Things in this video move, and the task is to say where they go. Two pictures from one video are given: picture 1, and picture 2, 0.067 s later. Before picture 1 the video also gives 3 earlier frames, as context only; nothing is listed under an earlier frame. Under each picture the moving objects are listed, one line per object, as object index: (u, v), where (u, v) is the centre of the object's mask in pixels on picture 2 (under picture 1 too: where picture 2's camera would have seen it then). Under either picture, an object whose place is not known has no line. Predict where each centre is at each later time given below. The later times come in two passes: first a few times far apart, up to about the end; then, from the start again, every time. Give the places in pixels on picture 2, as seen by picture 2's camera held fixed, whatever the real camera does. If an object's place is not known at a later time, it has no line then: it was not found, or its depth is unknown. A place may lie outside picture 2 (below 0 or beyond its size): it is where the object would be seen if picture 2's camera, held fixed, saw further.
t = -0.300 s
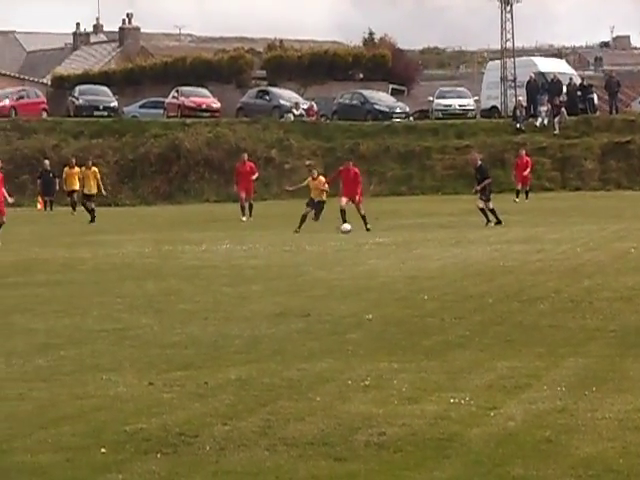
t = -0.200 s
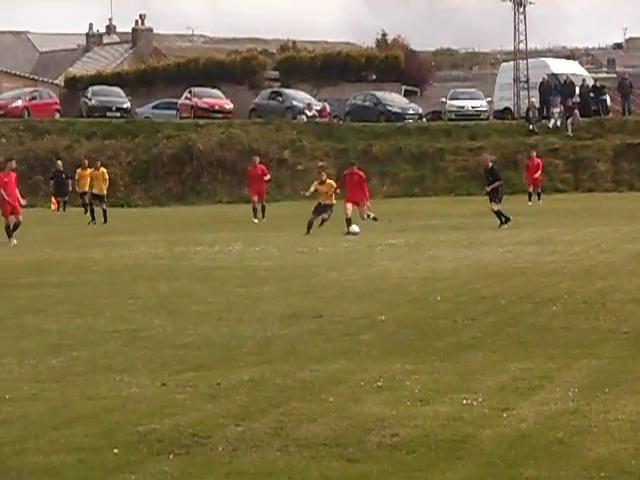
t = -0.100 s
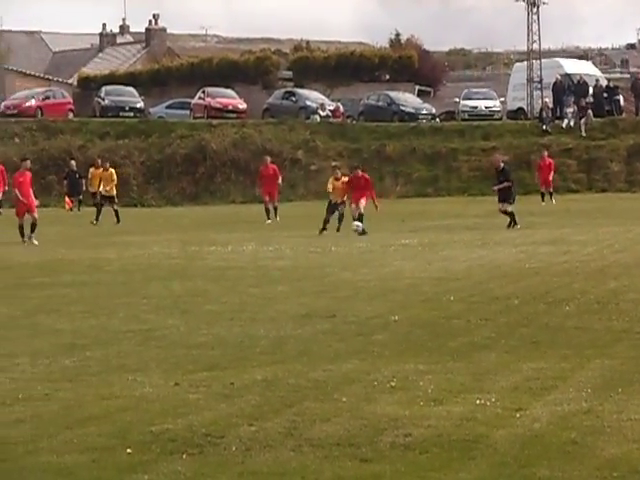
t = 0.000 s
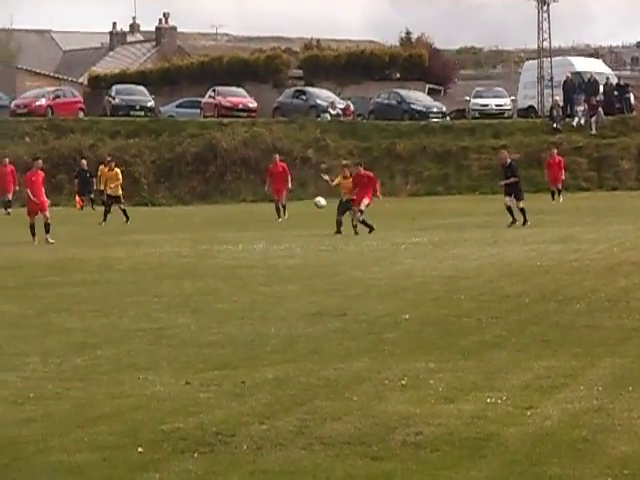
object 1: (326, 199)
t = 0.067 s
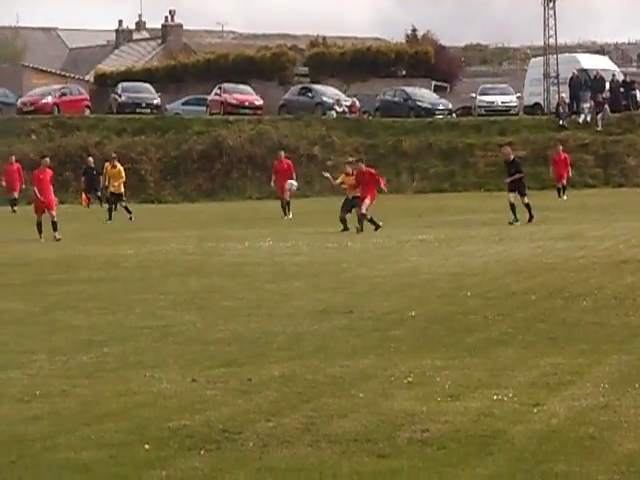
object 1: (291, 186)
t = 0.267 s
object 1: (175, 150)
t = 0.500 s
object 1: (10, 126)
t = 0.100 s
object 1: (273, 179)
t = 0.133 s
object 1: (254, 173)
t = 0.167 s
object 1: (236, 165)
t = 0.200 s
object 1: (216, 161)
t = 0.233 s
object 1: (196, 156)
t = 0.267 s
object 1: (175, 150)
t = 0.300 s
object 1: (154, 146)
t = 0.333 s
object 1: (132, 140)
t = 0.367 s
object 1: (109, 137)
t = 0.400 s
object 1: (85, 134)
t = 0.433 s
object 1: (61, 131)
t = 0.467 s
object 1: (36, 129)
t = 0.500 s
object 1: (10, 126)
